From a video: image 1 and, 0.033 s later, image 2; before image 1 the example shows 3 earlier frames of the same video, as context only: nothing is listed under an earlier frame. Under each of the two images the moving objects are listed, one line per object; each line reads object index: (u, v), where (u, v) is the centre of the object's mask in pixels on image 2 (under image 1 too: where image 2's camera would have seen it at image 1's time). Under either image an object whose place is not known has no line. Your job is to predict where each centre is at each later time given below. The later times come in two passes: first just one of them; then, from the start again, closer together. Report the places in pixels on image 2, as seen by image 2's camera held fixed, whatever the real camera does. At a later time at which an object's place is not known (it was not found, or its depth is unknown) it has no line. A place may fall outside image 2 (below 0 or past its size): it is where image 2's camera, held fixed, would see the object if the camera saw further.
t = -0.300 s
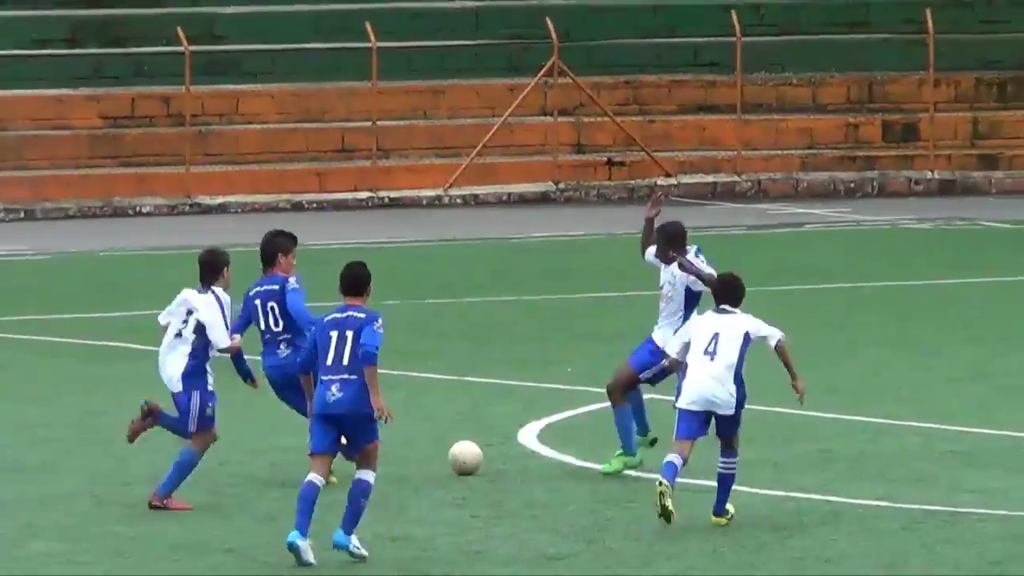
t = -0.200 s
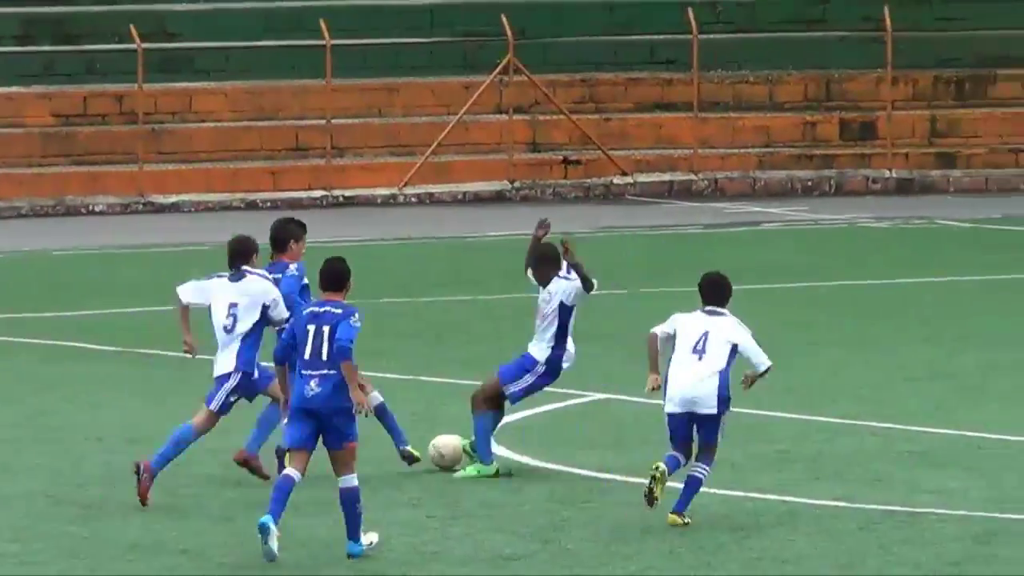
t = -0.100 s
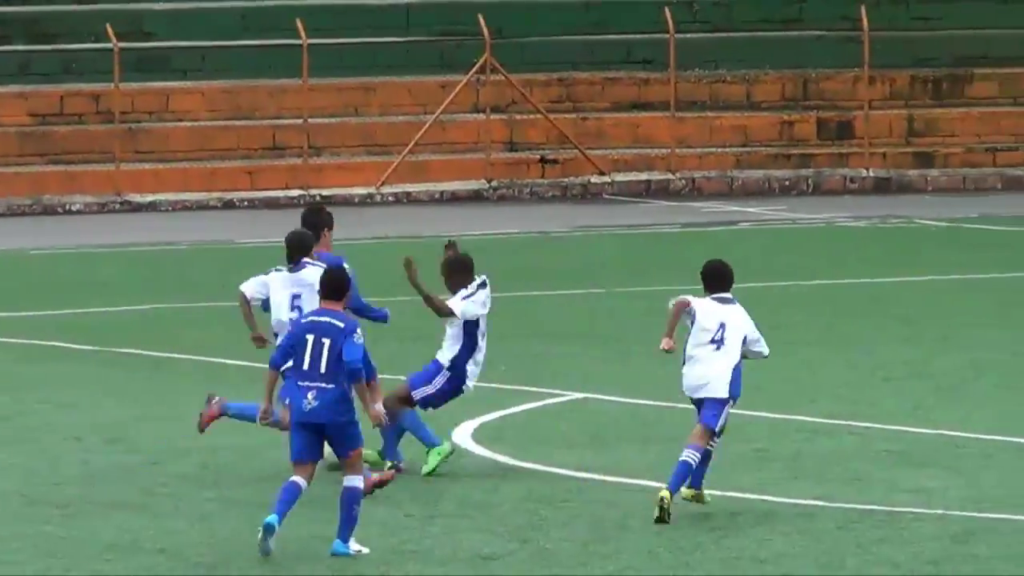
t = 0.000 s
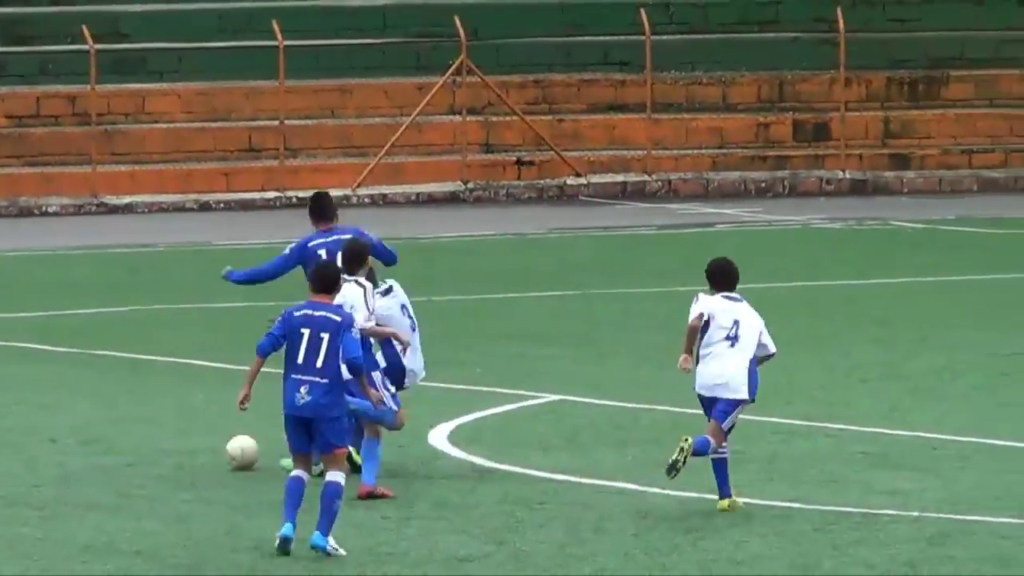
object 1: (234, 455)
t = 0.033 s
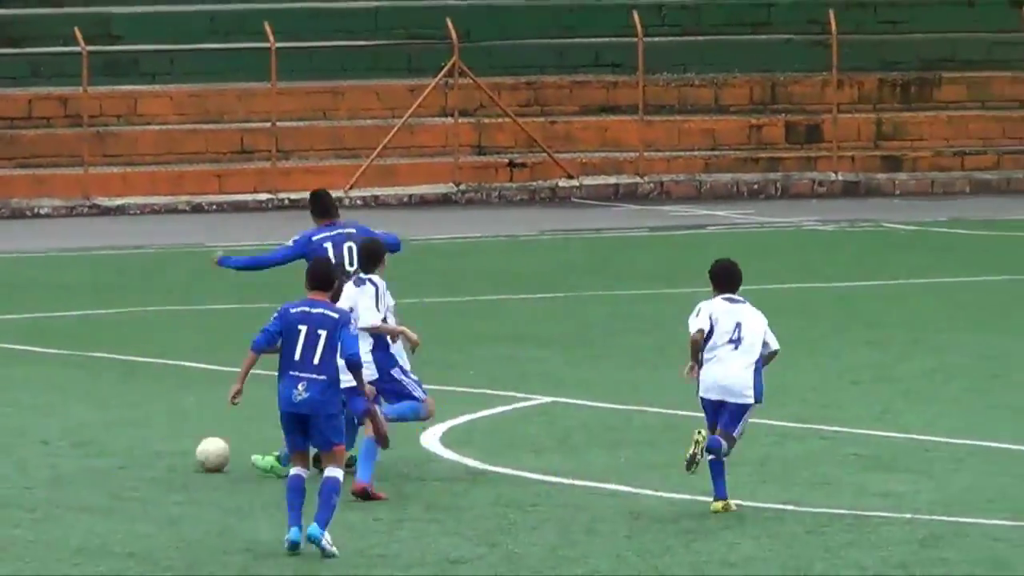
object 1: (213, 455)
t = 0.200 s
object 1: (115, 449)
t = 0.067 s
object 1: (193, 452)
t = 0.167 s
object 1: (134, 451)
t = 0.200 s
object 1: (115, 449)
